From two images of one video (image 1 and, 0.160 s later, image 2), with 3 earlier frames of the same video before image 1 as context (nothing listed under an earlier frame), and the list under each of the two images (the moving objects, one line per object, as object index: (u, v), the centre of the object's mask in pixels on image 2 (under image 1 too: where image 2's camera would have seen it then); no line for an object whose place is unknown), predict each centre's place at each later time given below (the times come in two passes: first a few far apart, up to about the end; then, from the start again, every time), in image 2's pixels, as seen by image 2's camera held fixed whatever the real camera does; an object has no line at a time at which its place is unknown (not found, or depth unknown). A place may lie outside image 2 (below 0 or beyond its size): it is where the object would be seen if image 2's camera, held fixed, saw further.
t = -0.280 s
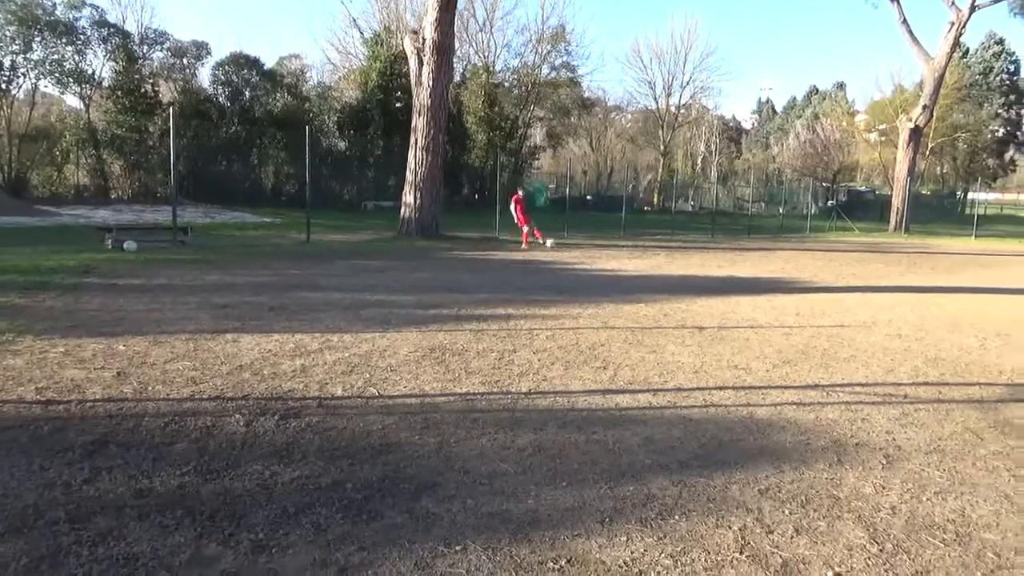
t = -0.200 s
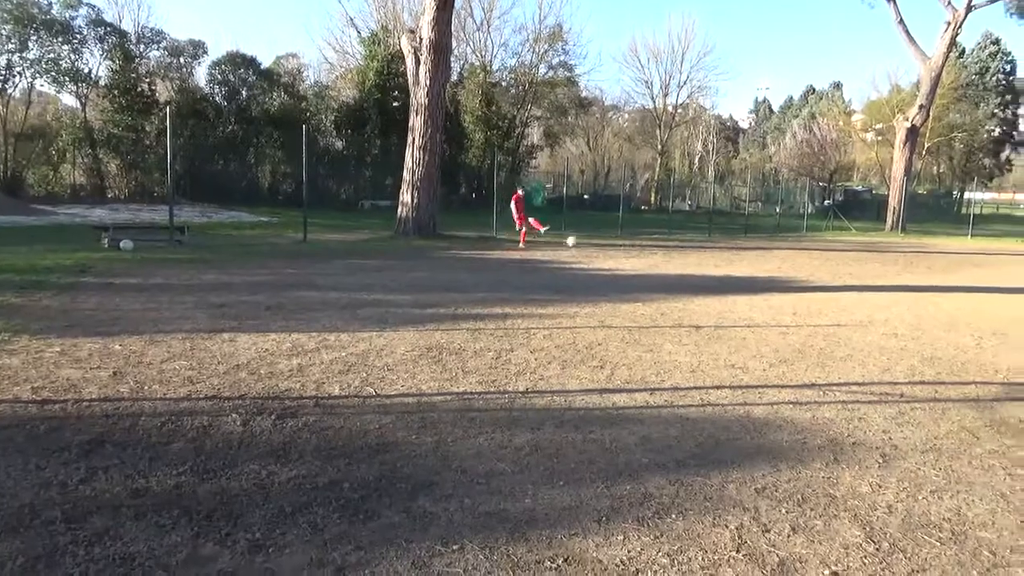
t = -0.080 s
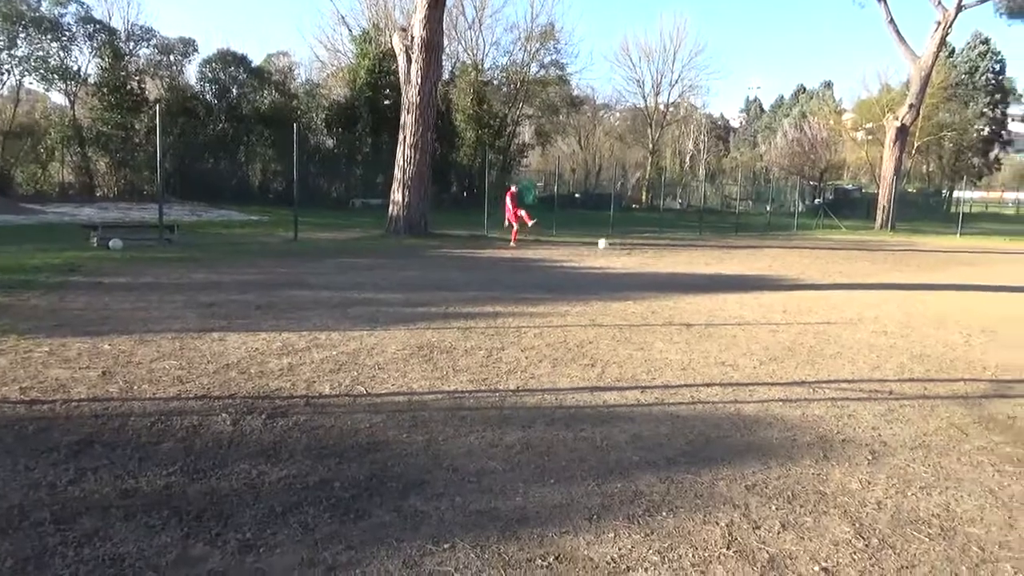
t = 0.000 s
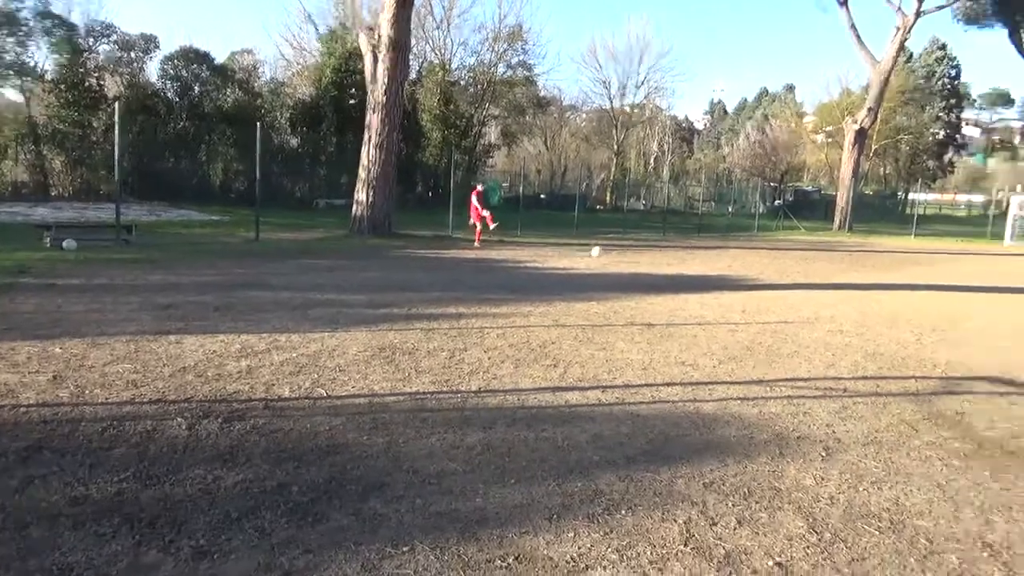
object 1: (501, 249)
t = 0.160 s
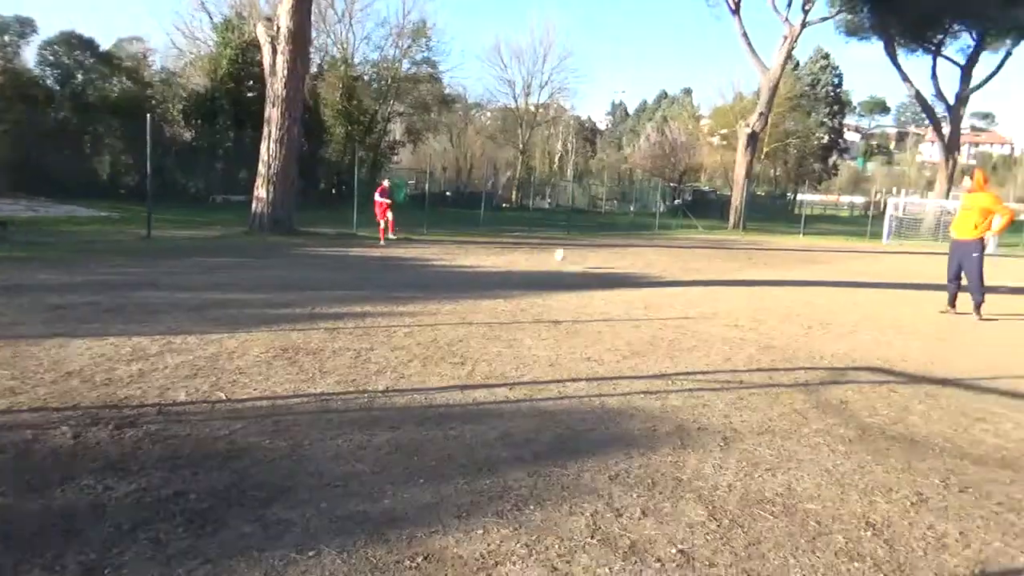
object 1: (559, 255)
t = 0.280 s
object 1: (607, 263)
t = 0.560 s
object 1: (722, 280)
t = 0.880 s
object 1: (889, 311)
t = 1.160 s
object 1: (1092, 359)
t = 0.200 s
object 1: (574, 255)
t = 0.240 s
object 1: (590, 259)
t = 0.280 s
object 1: (607, 263)
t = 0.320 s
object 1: (625, 267)
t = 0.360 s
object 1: (640, 277)
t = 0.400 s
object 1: (658, 275)
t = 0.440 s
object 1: (672, 274)
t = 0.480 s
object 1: (688, 275)
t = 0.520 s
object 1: (704, 277)
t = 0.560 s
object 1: (722, 280)
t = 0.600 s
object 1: (739, 285)
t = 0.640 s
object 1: (758, 291)
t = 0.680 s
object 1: (777, 295)
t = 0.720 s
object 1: (798, 297)
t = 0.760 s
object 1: (819, 301)
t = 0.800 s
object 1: (841, 306)
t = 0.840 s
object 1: (863, 310)
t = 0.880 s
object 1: (889, 311)
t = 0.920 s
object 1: (914, 315)
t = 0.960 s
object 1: (939, 321)
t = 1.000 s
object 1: (967, 330)
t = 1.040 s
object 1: (995, 339)
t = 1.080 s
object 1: (1026, 344)
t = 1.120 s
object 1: (1058, 350)
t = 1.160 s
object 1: (1092, 359)
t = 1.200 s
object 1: (1129, 366)
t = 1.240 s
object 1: (1167, 372)
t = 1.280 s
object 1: (1208, 382)
